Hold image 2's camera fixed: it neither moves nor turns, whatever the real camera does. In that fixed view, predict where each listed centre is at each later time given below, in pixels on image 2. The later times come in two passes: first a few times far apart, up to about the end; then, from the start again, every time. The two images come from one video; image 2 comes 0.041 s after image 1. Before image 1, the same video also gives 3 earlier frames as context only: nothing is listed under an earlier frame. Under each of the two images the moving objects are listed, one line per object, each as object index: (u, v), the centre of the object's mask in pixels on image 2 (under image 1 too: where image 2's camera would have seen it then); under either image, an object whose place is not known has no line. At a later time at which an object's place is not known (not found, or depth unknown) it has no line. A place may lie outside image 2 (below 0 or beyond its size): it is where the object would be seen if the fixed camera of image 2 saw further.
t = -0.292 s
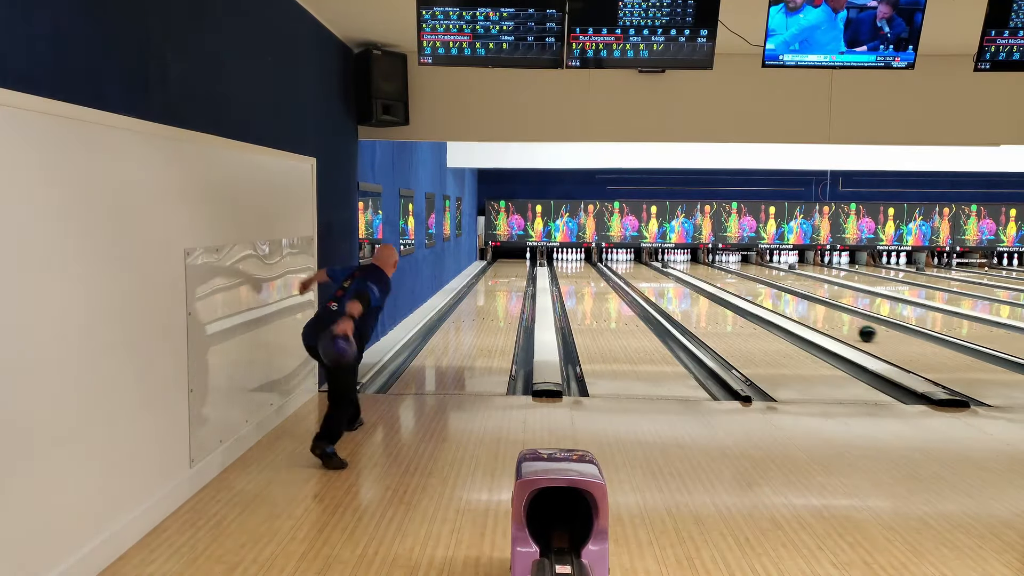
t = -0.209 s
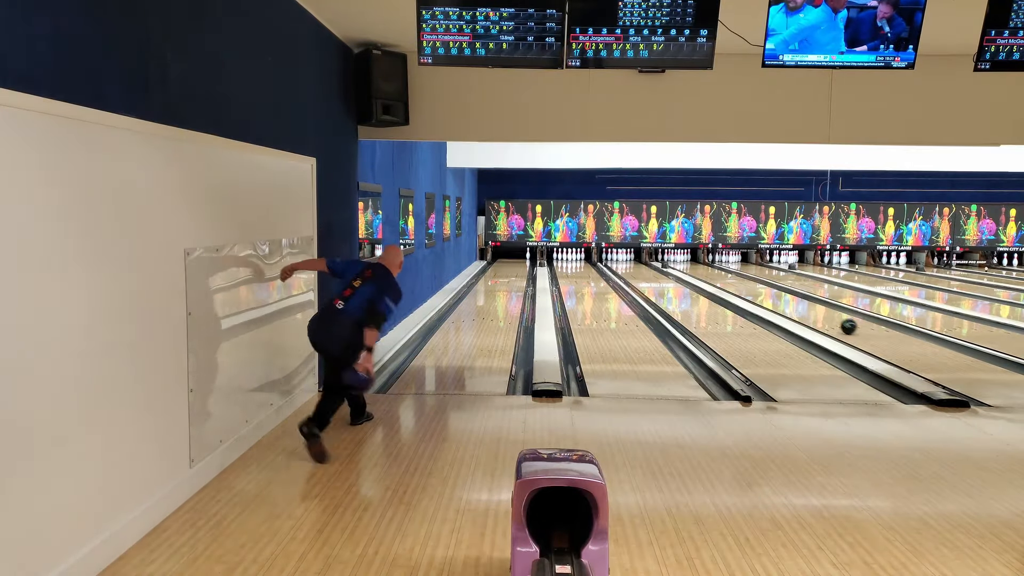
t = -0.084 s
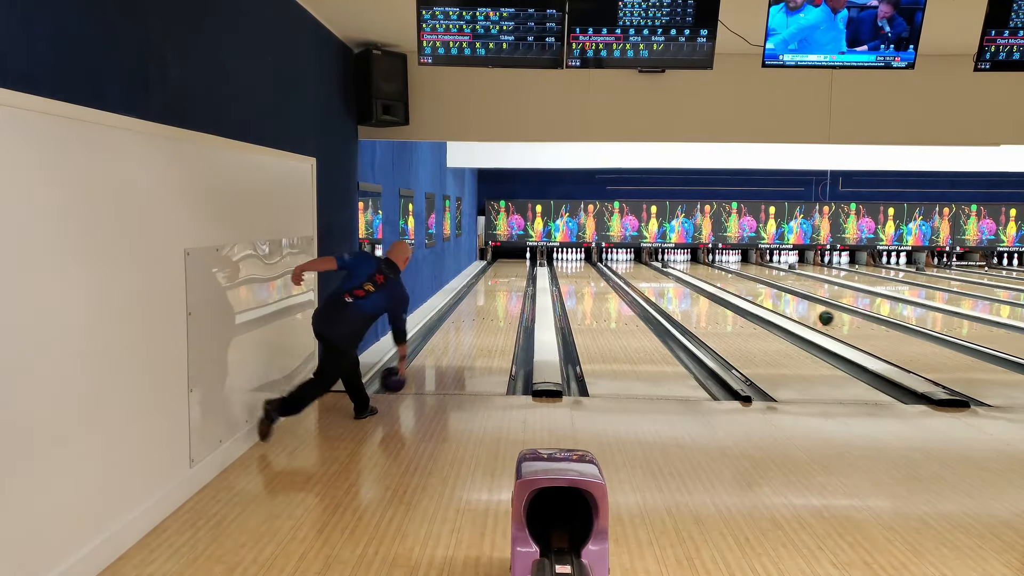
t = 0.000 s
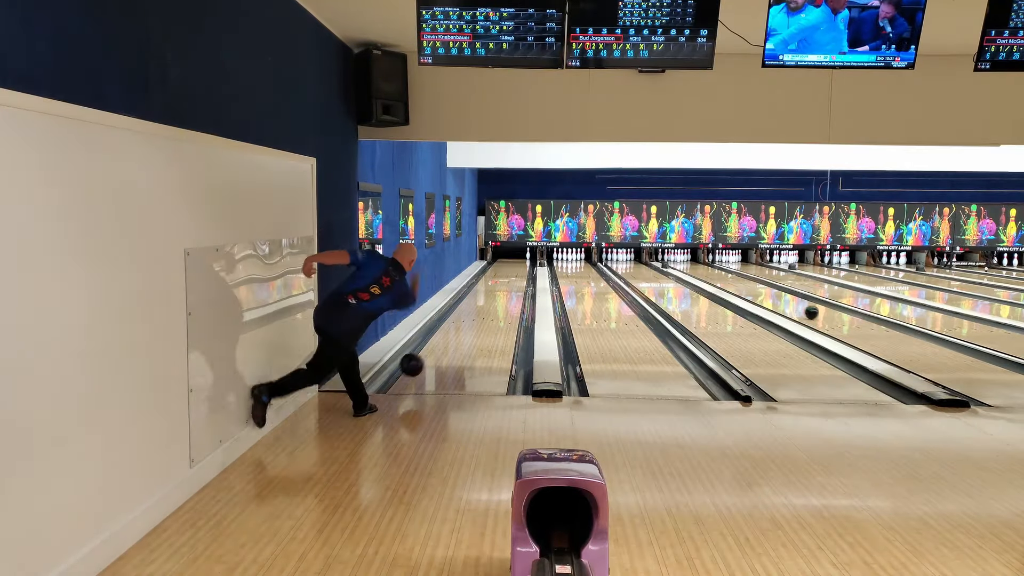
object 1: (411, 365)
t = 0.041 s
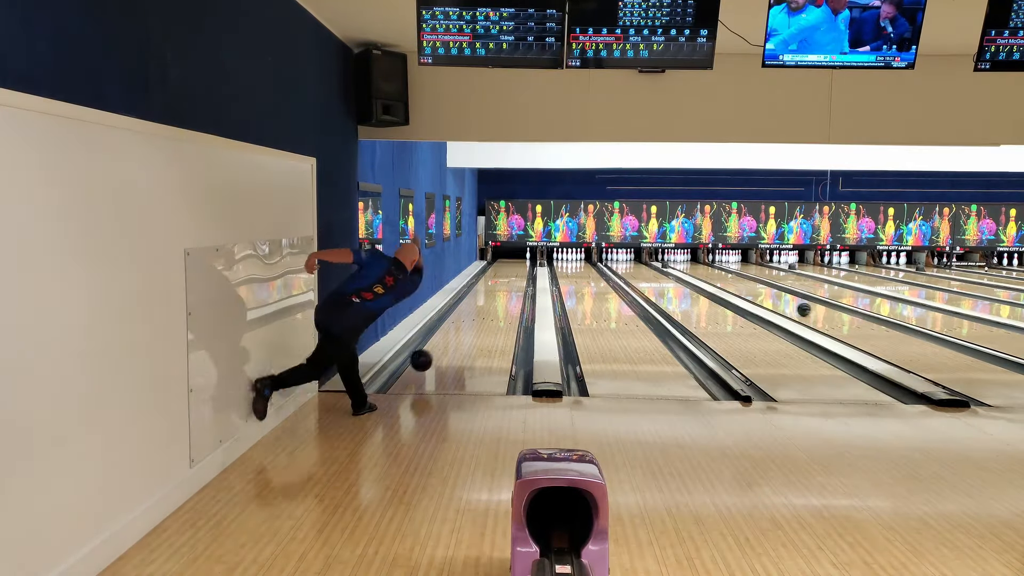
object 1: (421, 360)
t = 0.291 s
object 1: (454, 338)
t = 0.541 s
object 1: (477, 315)
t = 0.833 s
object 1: (494, 298)
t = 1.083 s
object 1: (505, 287)
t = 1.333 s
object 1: (513, 278)
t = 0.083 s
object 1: (427, 359)
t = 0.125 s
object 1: (435, 358)
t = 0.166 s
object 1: (437, 355)
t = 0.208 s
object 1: (444, 348)
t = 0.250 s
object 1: (448, 344)
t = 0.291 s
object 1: (454, 338)
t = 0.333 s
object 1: (458, 334)
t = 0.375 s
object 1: (463, 329)
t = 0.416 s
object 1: (466, 326)
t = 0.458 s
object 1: (470, 322)
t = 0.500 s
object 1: (473, 319)
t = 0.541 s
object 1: (477, 315)
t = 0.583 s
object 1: (479, 313)
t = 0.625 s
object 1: (483, 310)
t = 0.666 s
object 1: (485, 307)
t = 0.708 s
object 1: (488, 305)
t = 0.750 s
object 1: (490, 303)
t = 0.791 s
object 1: (492, 300)
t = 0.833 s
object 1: (494, 298)
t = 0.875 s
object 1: (497, 296)
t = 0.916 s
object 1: (498, 294)
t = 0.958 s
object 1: (500, 292)
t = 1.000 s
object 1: (501, 290)
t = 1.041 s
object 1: (503, 288)
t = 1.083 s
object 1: (505, 287)
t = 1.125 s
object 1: (507, 285)
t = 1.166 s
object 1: (508, 284)
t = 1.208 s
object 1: (509, 282)
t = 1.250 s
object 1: (510, 281)
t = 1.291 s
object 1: (512, 279)
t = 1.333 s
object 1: (513, 278)
